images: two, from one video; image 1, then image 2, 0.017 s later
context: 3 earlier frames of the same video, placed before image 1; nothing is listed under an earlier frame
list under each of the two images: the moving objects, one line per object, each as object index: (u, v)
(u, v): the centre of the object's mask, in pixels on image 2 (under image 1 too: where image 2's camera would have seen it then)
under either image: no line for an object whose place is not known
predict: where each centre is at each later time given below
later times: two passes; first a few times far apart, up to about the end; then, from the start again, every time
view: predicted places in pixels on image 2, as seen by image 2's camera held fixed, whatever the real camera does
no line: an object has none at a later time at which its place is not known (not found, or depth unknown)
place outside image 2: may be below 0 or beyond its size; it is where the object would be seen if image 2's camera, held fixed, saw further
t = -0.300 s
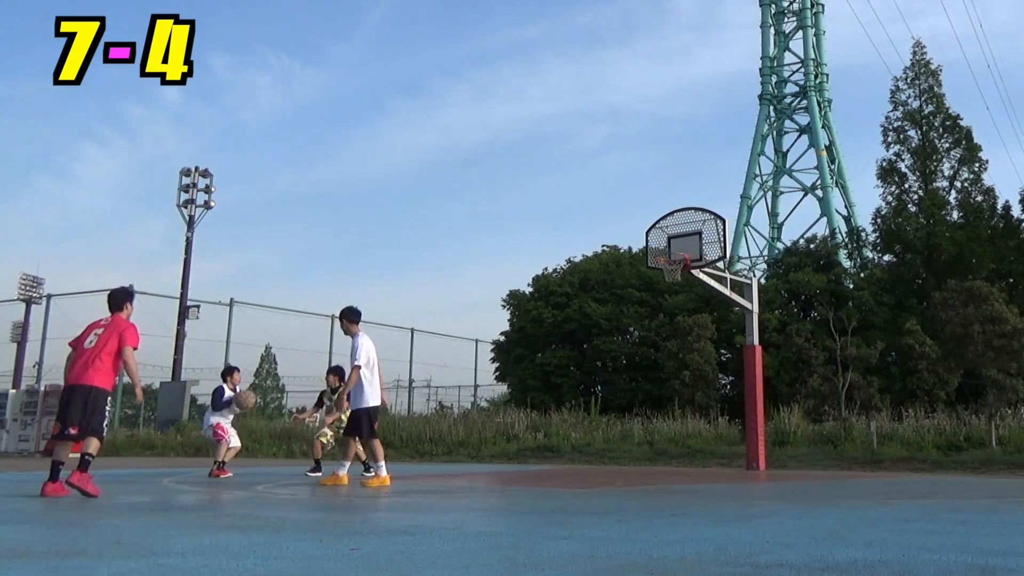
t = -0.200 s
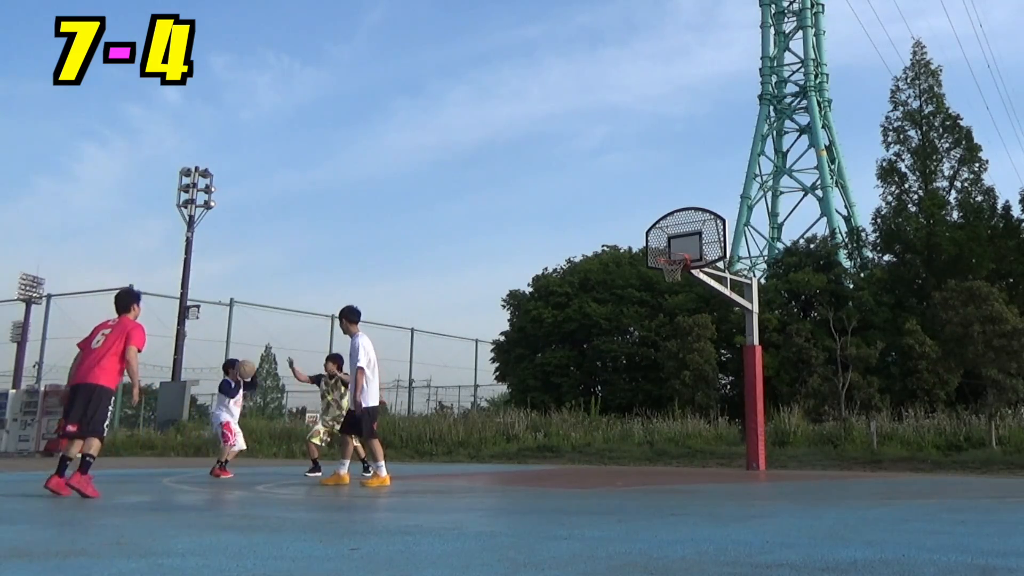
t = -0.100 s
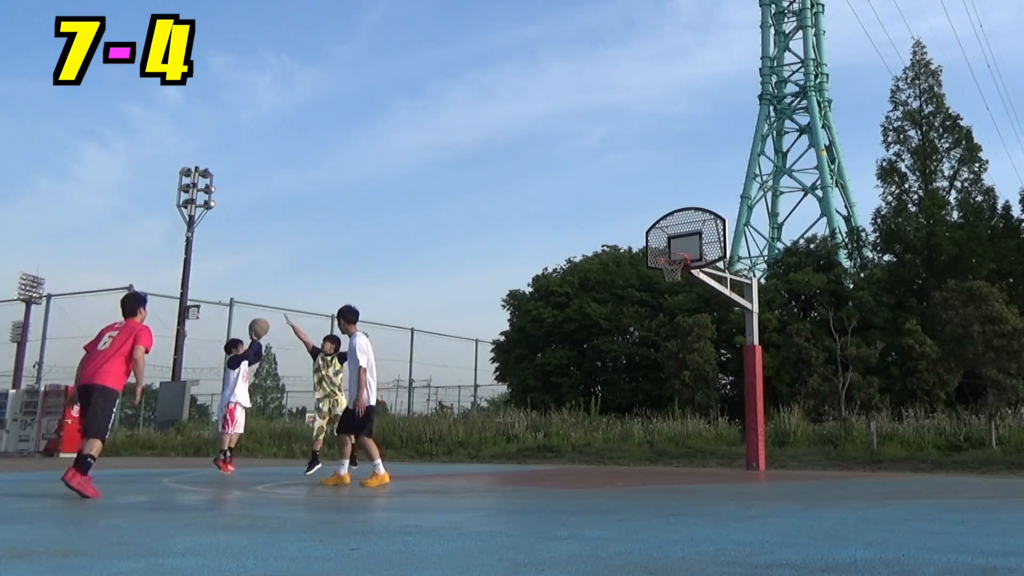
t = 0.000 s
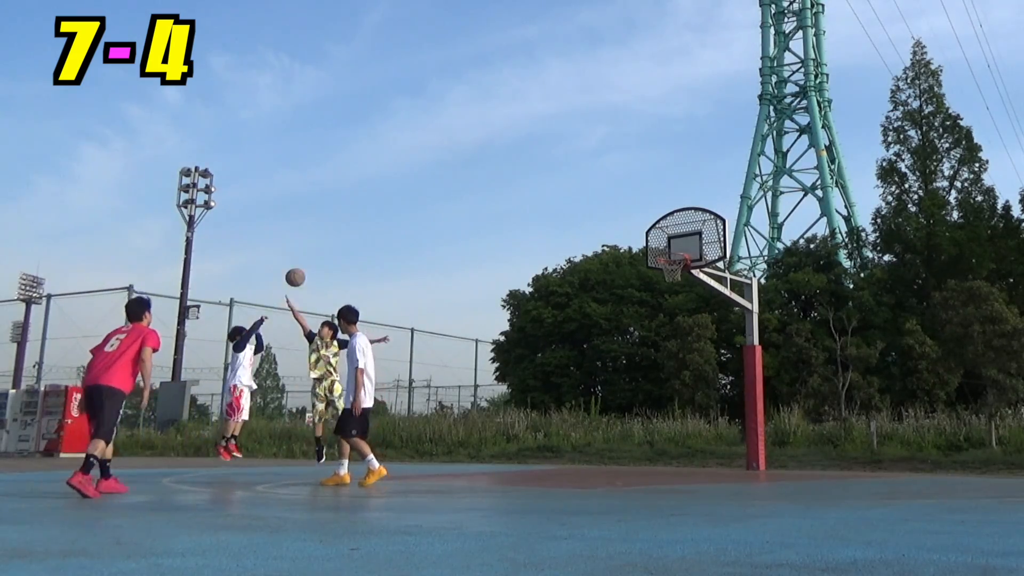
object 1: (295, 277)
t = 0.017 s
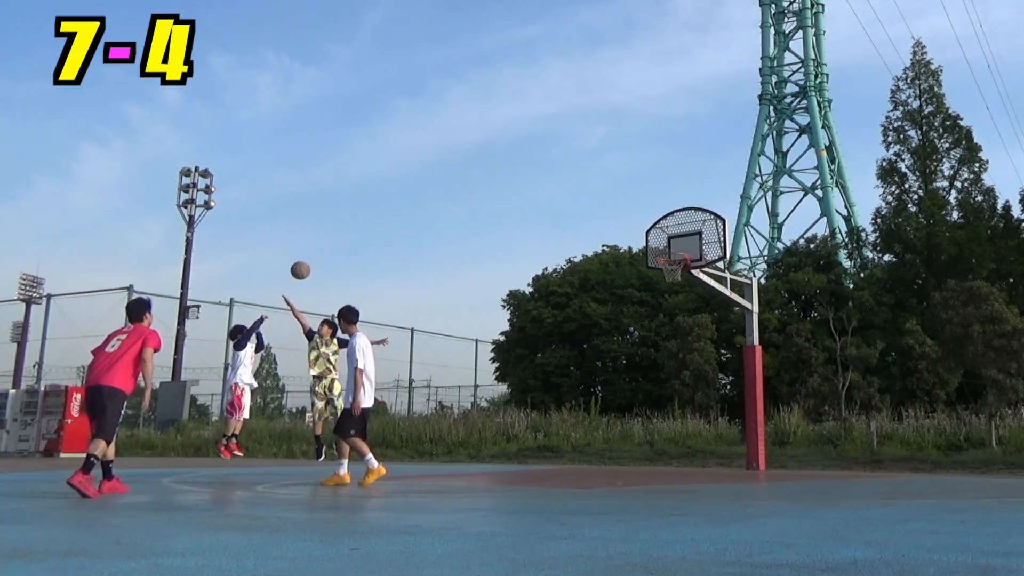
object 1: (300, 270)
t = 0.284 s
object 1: (377, 188)
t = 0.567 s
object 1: (451, 161)
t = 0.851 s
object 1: (519, 190)
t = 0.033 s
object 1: (305, 263)
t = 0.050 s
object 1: (310, 257)
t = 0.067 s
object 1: (315, 251)
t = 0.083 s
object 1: (320, 244)
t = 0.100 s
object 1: (325, 238)
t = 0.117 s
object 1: (330, 233)
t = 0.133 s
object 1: (335, 227)
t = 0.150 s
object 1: (340, 222)
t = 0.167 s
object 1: (345, 217)
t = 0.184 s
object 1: (349, 212)
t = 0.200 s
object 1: (354, 208)
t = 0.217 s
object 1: (359, 203)
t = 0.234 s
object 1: (363, 199)
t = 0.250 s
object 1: (368, 195)
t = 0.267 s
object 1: (373, 192)
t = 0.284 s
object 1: (377, 188)
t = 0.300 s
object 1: (382, 185)
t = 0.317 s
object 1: (386, 182)
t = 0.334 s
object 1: (391, 179)
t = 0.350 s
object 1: (395, 177)
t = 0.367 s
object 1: (399, 174)
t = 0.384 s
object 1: (404, 172)
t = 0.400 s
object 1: (408, 170)
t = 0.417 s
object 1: (412, 168)
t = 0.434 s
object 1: (417, 167)
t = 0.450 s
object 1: (421, 165)
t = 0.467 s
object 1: (425, 164)
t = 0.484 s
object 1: (430, 163)
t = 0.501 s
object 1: (434, 163)
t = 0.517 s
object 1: (438, 162)
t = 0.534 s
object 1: (442, 161)
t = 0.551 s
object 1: (446, 161)
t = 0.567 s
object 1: (451, 161)
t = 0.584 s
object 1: (455, 161)
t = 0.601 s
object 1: (459, 162)
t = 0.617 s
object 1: (463, 162)
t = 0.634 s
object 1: (467, 163)
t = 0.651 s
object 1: (471, 164)
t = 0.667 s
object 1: (475, 165)
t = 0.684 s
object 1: (479, 166)
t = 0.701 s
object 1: (483, 168)
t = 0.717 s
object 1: (487, 170)
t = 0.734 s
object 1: (491, 172)
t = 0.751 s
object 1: (495, 174)
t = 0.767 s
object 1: (499, 176)
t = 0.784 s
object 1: (503, 178)
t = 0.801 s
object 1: (507, 181)
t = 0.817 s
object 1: (511, 184)
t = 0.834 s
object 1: (515, 187)
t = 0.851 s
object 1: (519, 190)
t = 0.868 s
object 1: (523, 193)
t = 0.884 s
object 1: (527, 197)
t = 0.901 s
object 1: (531, 201)
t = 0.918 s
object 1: (535, 205)
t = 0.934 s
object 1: (539, 209)
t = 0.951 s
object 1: (543, 213)
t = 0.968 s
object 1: (547, 218)
